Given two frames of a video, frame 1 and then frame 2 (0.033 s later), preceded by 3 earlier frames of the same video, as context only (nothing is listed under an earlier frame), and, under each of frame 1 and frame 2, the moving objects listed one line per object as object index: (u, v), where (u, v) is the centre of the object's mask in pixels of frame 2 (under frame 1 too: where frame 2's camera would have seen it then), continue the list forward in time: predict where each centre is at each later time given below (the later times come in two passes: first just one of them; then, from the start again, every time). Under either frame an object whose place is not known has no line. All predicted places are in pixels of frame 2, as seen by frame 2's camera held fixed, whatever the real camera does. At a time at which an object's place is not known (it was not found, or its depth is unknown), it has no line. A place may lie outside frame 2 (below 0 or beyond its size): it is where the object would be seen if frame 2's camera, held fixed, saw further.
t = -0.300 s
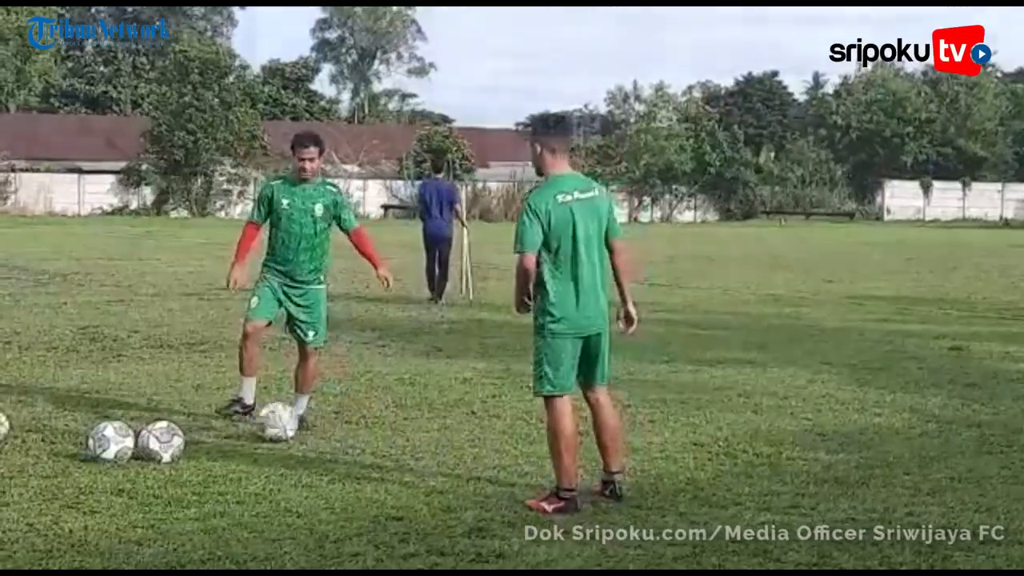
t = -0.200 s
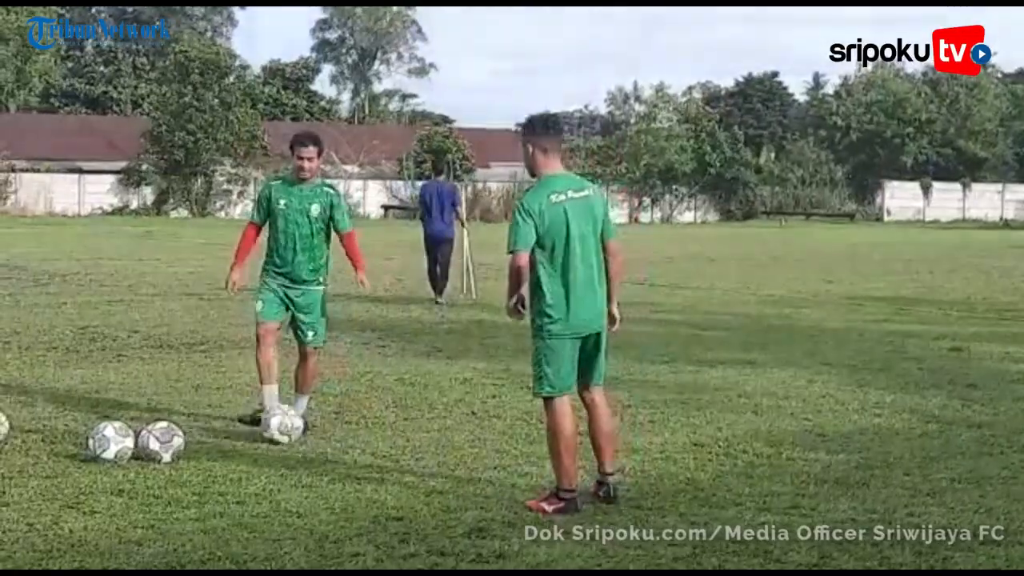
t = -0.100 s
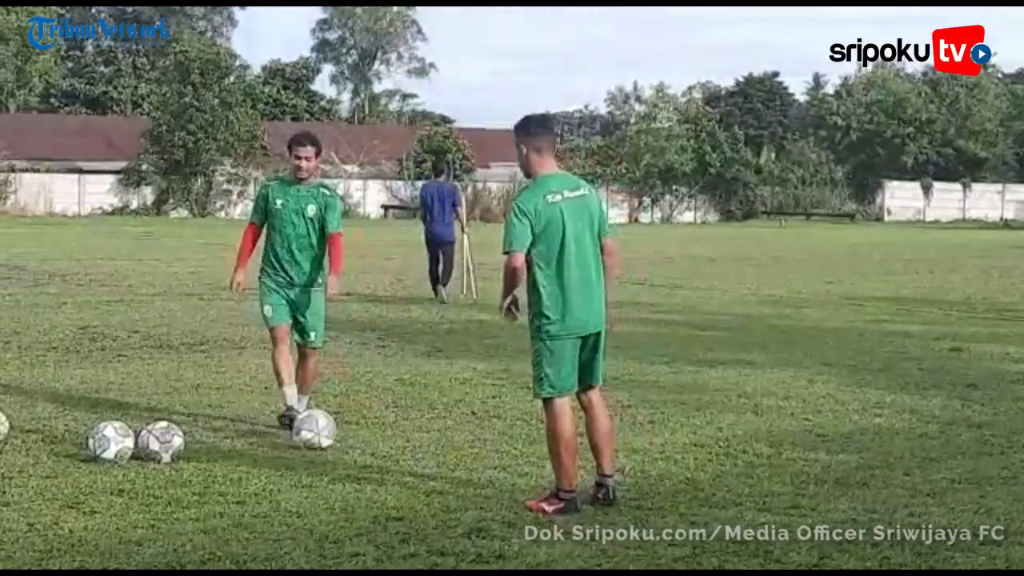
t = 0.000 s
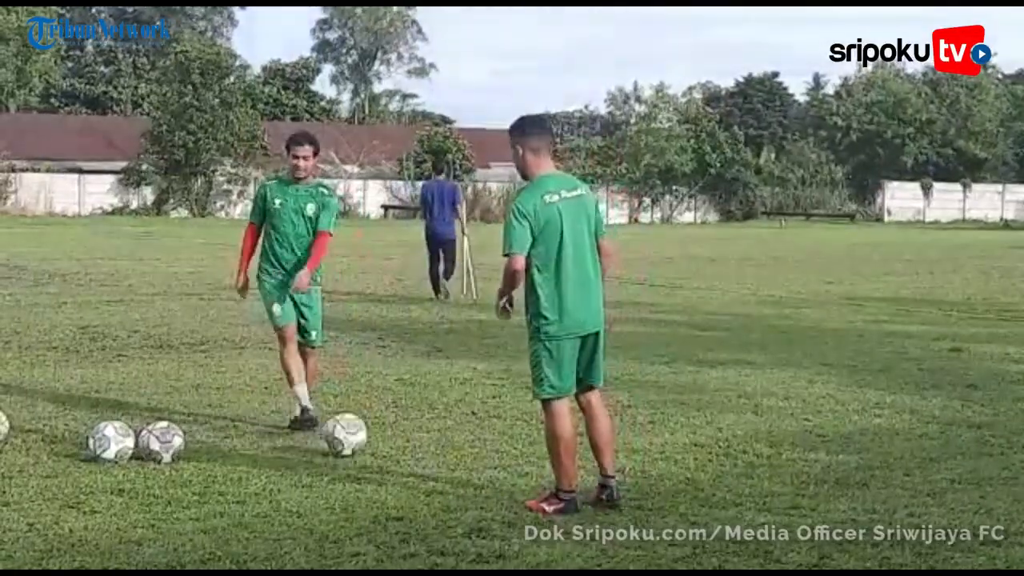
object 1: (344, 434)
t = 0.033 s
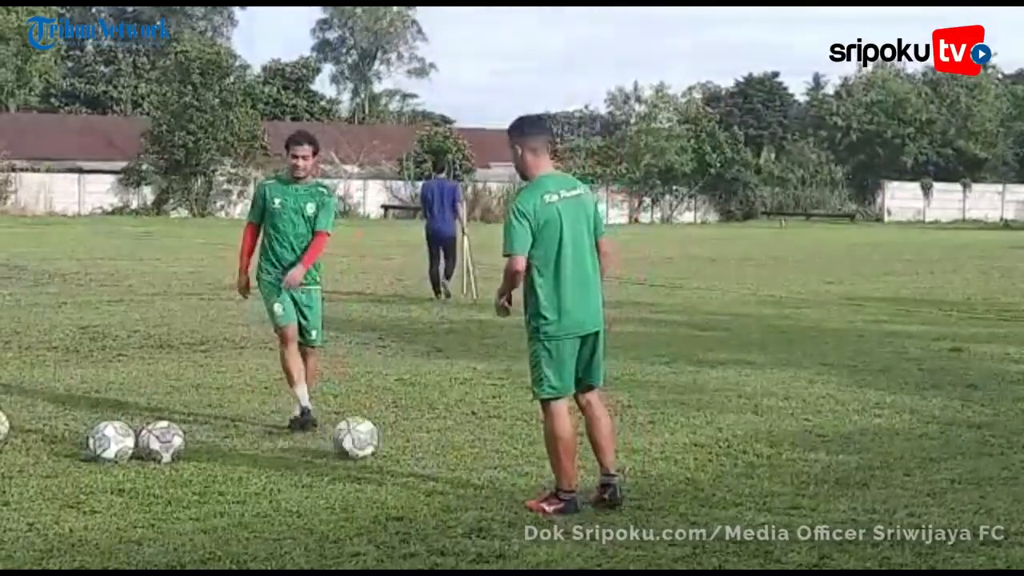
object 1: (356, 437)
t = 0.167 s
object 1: (391, 445)
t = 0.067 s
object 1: (363, 438)
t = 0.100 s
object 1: (372, 440)
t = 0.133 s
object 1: (382, 441)
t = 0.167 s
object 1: (391, 445)
